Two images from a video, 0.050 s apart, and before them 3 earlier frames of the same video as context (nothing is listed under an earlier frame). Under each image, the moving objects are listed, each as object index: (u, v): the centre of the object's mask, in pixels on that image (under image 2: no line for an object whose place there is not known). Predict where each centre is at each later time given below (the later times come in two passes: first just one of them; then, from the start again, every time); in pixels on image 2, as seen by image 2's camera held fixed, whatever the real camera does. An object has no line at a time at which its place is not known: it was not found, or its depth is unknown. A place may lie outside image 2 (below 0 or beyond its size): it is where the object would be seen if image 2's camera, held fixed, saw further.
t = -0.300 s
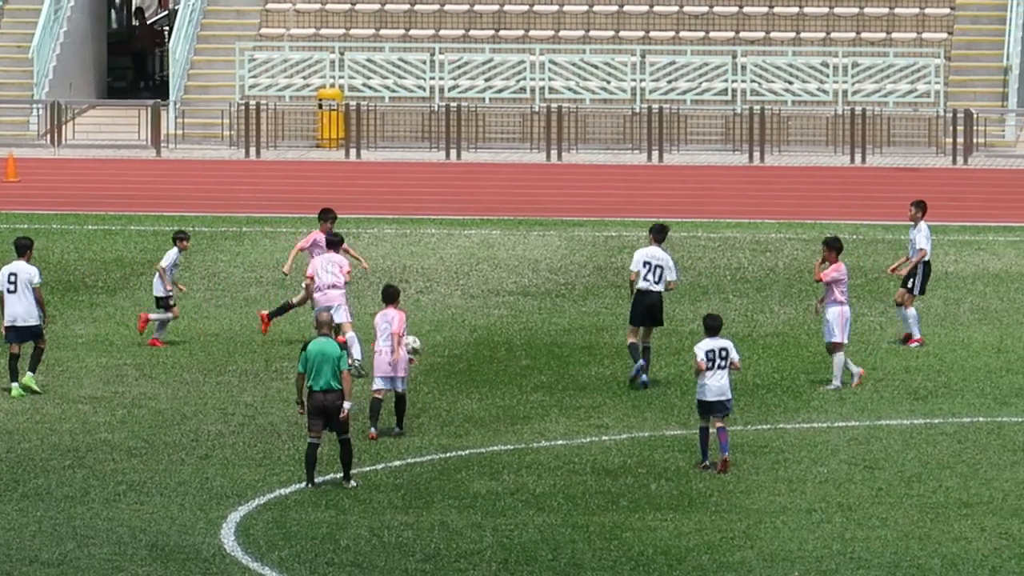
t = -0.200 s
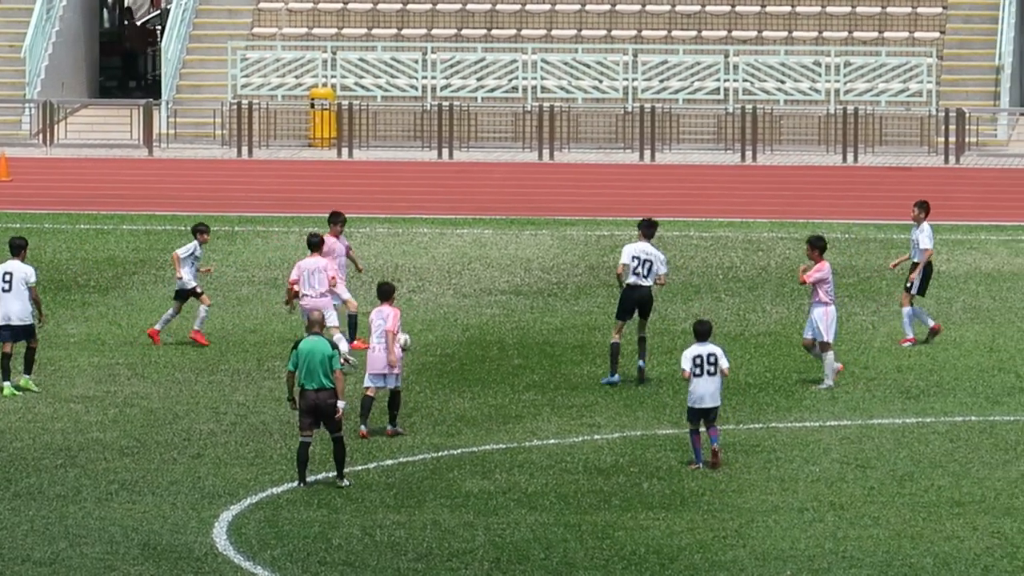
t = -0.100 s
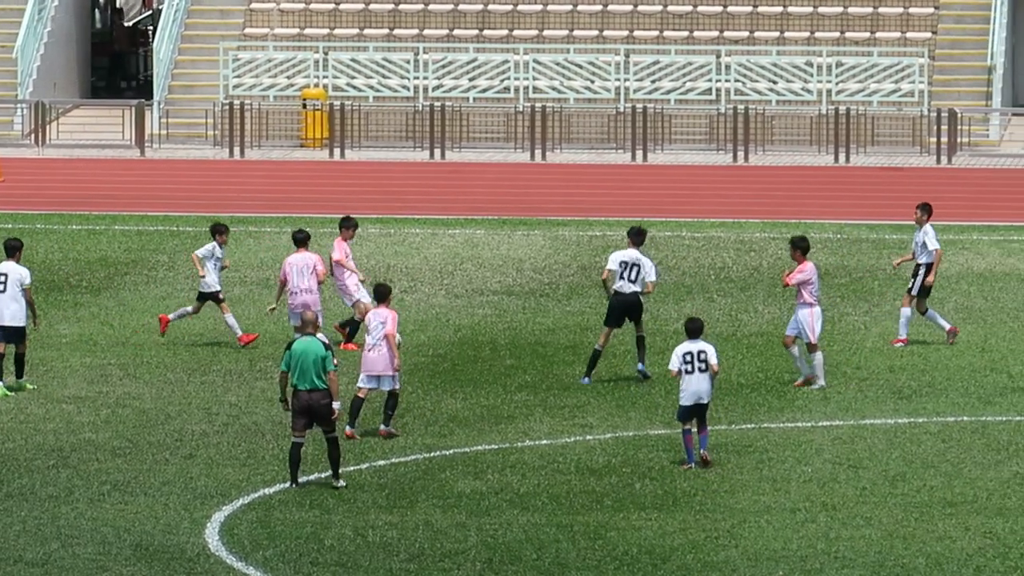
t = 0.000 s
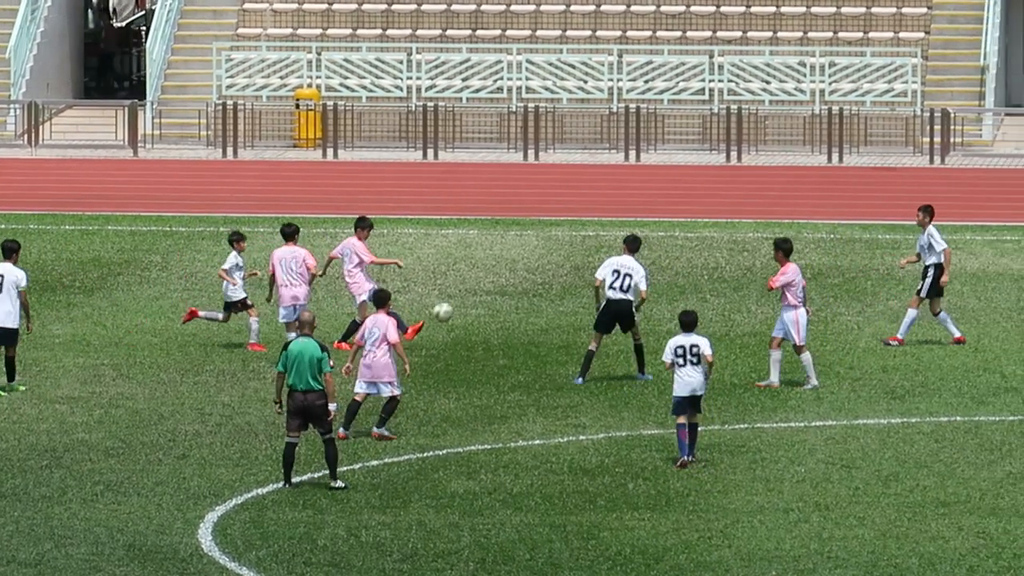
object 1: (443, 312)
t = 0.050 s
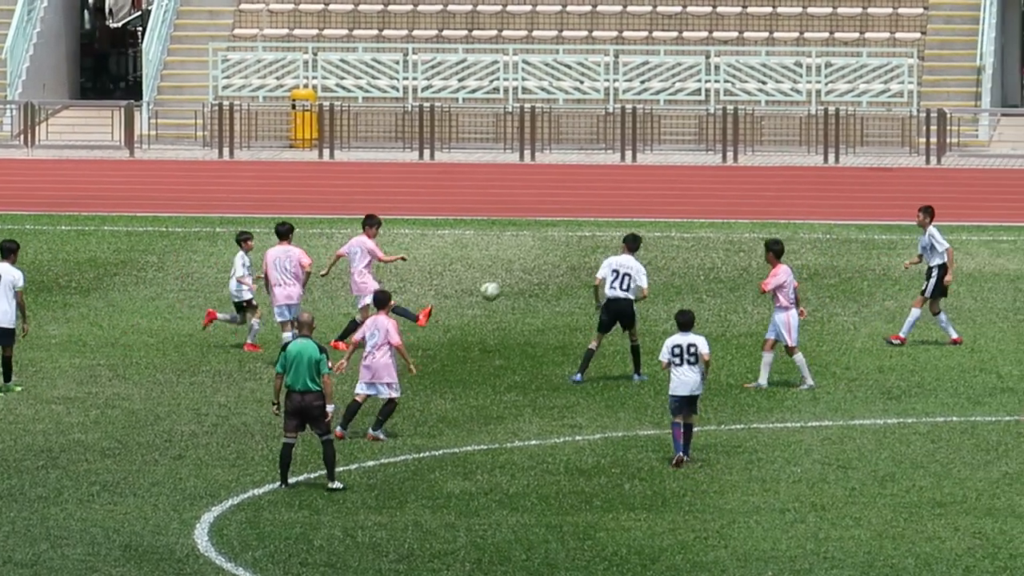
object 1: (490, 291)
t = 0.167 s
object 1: (607, 247)
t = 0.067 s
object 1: (507, 284)
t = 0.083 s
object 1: (524, 278)
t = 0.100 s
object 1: (541, 272)
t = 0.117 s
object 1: (558, 265)
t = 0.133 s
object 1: (574, 259)
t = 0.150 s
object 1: (591, 253)
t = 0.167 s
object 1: (607, 247)
